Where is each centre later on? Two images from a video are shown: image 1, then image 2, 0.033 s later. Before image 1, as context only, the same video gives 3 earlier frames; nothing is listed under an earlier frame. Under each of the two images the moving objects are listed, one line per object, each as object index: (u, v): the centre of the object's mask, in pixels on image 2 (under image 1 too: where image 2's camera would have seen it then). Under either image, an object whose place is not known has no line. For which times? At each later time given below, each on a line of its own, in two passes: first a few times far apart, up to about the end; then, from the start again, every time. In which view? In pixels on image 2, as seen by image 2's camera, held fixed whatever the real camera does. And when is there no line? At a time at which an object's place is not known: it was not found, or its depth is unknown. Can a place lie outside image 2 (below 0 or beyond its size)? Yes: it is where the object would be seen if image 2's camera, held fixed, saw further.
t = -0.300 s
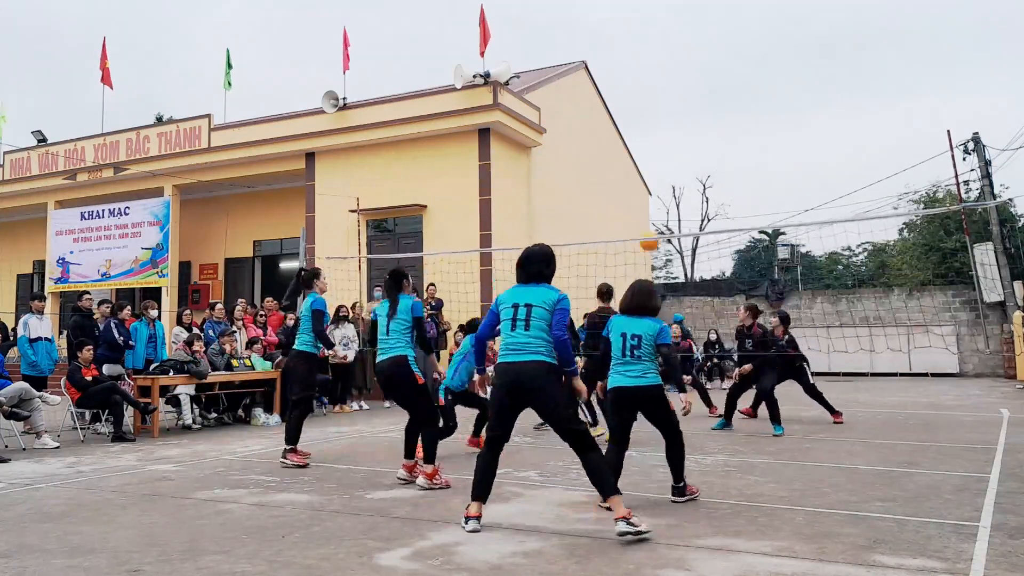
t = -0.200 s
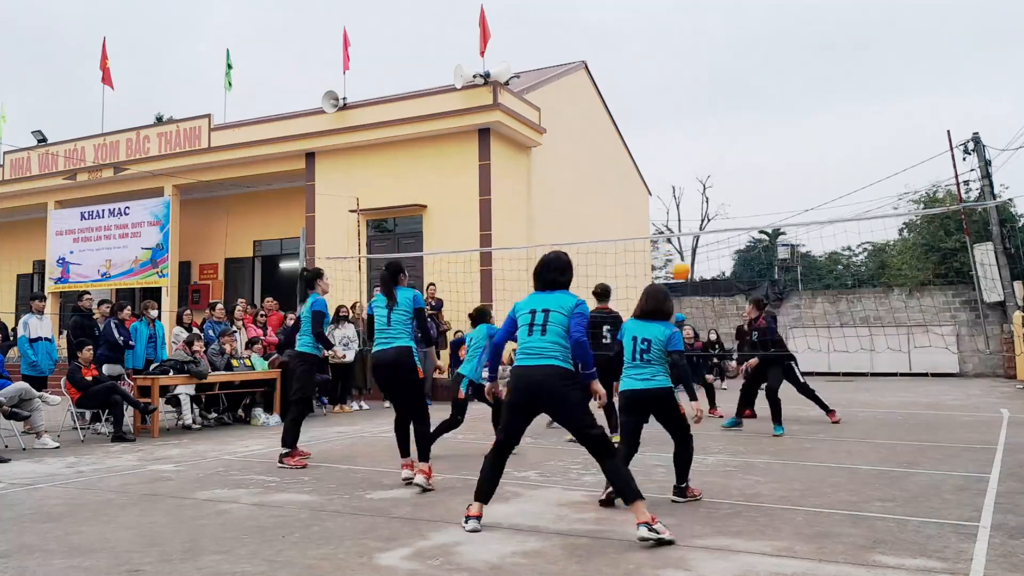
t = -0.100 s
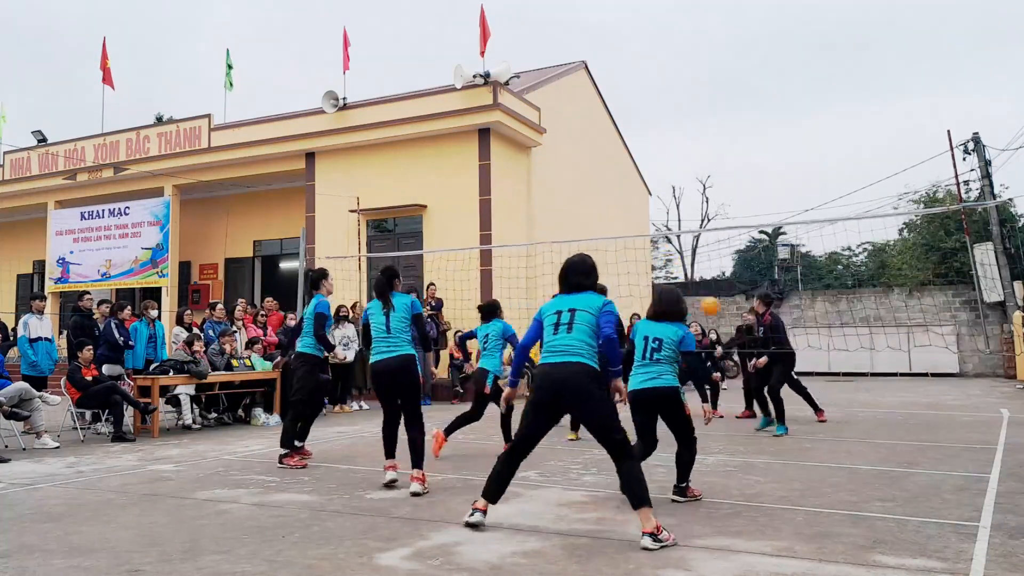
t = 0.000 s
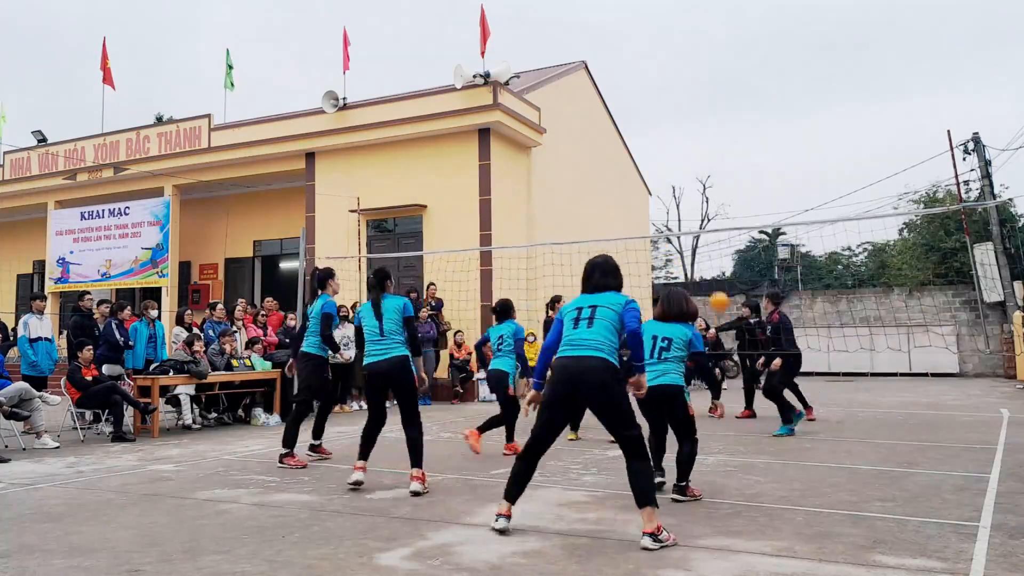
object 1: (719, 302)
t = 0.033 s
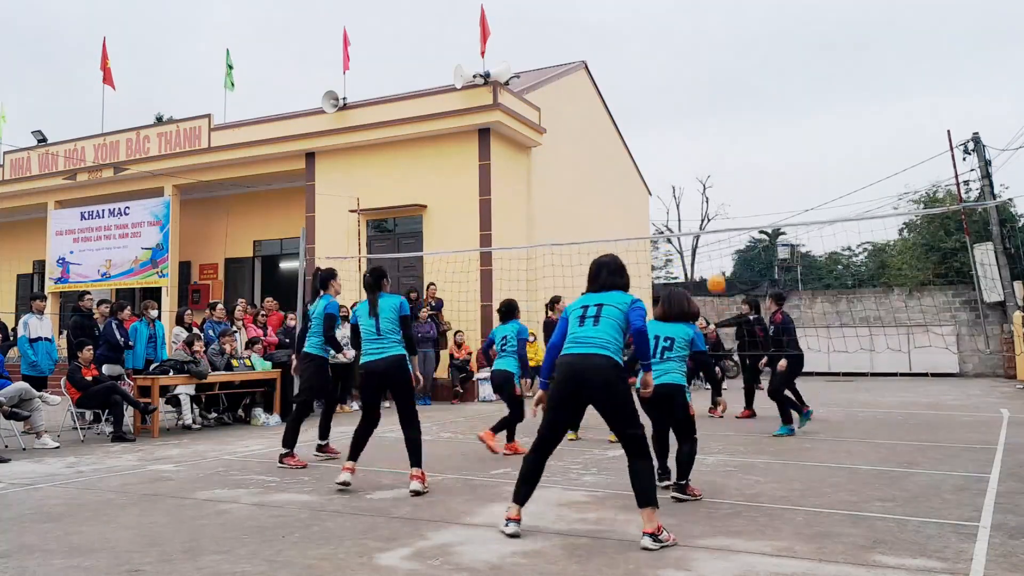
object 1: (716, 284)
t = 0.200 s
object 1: (699, 204)
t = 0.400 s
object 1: (681, 139)
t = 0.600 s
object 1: (663, 103)
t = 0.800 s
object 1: (646, 96)
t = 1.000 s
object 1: (628, 122)
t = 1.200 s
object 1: (611, 183)
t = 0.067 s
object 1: (712, 266)
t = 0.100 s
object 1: (709, 250)
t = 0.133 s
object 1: (706, 233)
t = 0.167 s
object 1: (702, 219)
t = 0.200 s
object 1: (699, 204)
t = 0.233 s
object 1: (696, 191)
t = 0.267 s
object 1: (693, 179)
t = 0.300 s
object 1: (690, 168)
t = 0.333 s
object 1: (687, 157)
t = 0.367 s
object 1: (684, 148)
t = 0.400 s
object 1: (681, 139)
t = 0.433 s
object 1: (678, 131)
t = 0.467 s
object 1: (675, 124)
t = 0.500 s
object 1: (672, 117)
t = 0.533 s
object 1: (669, 112)
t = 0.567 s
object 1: (666, 107)
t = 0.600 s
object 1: (663, 103)
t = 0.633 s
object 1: (660, 99)
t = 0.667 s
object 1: (657, 97)
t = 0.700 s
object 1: (654, 95)
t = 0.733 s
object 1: (651, 95)
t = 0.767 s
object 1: (648, 95)
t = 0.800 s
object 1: (646, 96)
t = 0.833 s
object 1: (643, 98)
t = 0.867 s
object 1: (640, 101)
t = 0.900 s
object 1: (637, 105)
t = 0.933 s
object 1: (634, 110)
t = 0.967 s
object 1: (631, 116)
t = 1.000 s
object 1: (628, 122)
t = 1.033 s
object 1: (625, 130)
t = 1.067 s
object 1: (623, 139)
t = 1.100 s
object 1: (620, 148)
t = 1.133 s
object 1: (617, 159)
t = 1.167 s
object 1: (614, 171)
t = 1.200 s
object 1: (611, 183)
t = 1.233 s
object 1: (608, 197)
